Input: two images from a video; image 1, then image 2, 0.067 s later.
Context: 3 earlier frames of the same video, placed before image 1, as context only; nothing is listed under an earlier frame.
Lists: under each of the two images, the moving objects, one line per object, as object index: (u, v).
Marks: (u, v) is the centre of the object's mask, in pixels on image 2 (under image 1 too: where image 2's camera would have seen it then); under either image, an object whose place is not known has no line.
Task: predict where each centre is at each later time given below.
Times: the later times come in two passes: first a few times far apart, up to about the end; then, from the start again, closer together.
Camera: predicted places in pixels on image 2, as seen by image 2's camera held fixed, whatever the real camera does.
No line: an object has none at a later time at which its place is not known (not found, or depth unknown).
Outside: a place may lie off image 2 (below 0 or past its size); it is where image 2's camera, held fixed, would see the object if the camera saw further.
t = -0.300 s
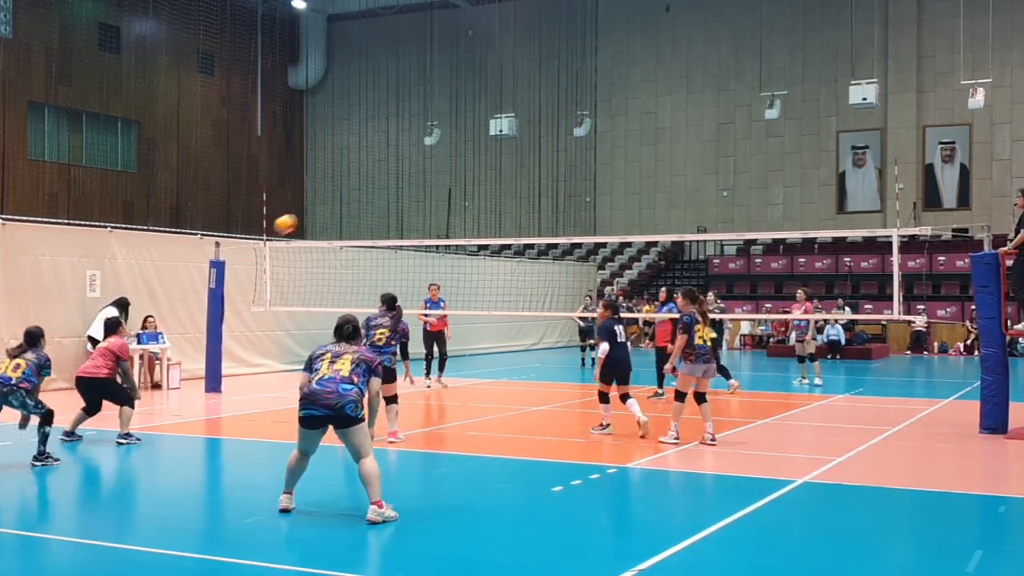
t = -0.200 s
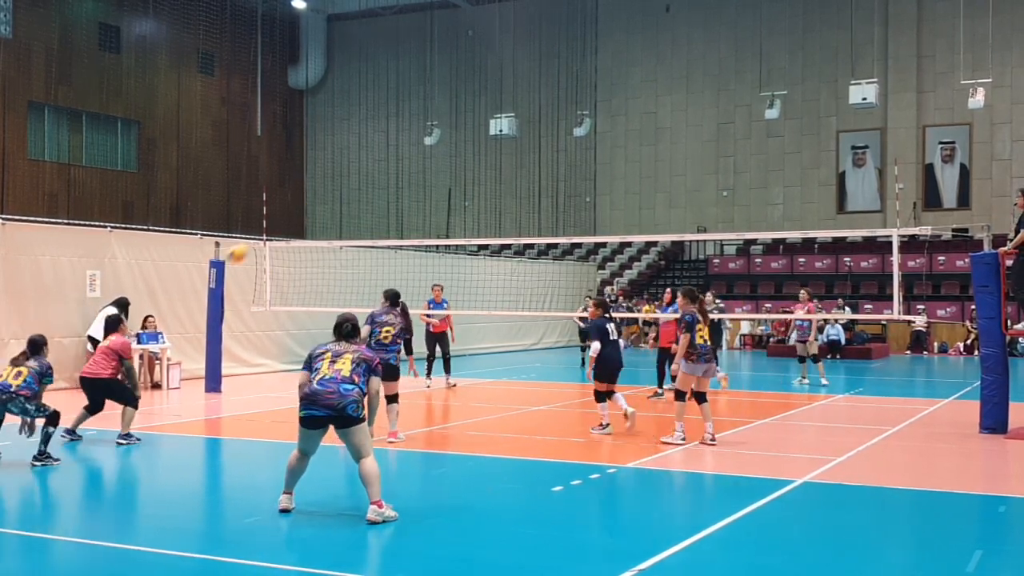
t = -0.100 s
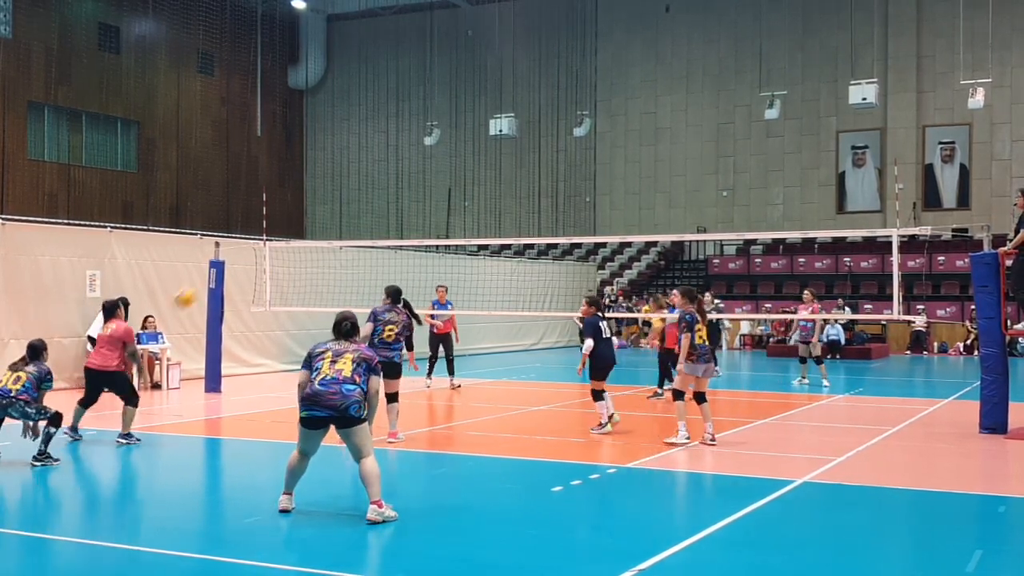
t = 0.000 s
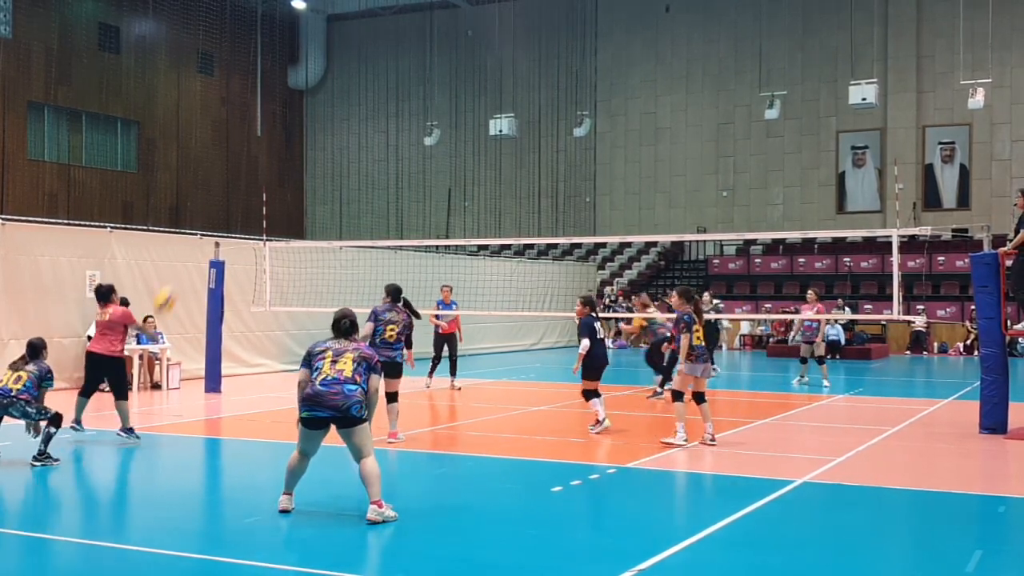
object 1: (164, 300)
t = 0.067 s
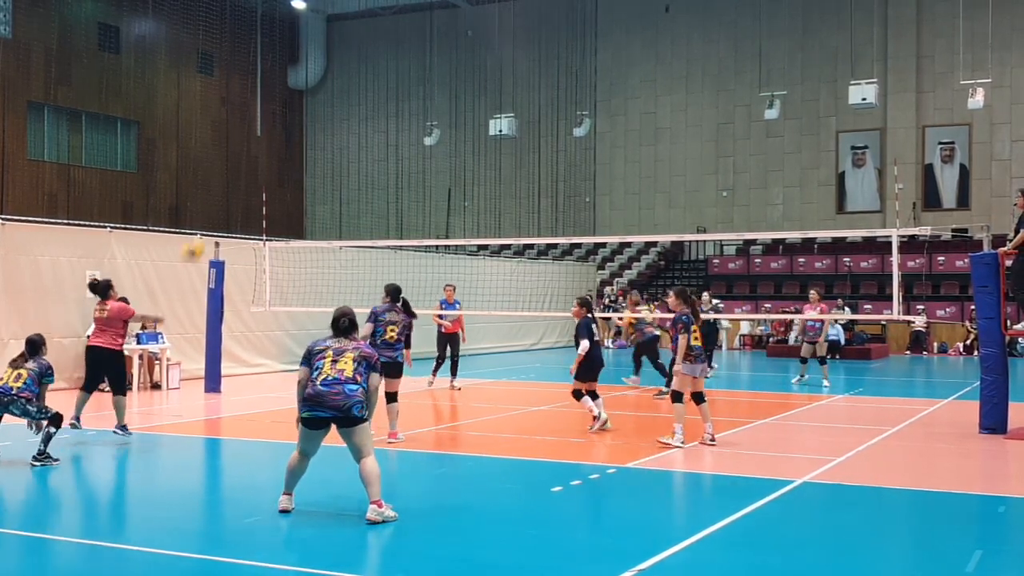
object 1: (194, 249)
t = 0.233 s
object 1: (259, 145)
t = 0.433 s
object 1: (329, 58)
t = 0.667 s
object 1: (404, 9)
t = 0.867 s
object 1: (463, 7)
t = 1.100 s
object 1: (528, 42)
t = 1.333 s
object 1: (586, 122)
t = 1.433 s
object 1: (609, 167)
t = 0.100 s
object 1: (208, 223)
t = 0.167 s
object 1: (233, 183)
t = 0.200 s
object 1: (245, 163)
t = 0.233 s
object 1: (259, 145)
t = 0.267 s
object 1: (271, 127)
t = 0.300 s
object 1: (283, 112)
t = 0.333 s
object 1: (295, 97)
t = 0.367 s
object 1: (307, 82)
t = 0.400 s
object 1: (316, 72)
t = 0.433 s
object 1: (329, 58)
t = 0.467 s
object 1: (340, 48)
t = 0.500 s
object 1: (351, 39)
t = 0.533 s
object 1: (361, 31)
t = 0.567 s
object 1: (371, 25)
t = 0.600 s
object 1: (383, 18)
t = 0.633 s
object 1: (392, 13)
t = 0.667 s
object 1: (404, 9)
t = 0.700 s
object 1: (414, 7)
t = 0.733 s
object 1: (424, 6)
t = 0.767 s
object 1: (433, 5)
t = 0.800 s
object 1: (443, 5)
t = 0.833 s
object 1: (454, 6)
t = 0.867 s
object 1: (463, 7)
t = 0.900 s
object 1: (473, 8)
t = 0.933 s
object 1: (483, 10)
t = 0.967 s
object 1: (492, 15)
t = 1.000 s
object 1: (501, 20)
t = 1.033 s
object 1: (510, 27)
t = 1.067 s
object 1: (519, 34)
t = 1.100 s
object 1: (528, 42)
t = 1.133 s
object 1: (536, 51)
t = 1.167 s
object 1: (545, 61)
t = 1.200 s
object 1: (554, 72)
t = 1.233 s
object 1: (562, 83)
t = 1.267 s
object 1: (570, 95)
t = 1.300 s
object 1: (579, 109)
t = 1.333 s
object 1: (586, 122)
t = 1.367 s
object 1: (594, 137)
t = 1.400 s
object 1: (601, 152)
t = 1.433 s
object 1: (609, 167)
